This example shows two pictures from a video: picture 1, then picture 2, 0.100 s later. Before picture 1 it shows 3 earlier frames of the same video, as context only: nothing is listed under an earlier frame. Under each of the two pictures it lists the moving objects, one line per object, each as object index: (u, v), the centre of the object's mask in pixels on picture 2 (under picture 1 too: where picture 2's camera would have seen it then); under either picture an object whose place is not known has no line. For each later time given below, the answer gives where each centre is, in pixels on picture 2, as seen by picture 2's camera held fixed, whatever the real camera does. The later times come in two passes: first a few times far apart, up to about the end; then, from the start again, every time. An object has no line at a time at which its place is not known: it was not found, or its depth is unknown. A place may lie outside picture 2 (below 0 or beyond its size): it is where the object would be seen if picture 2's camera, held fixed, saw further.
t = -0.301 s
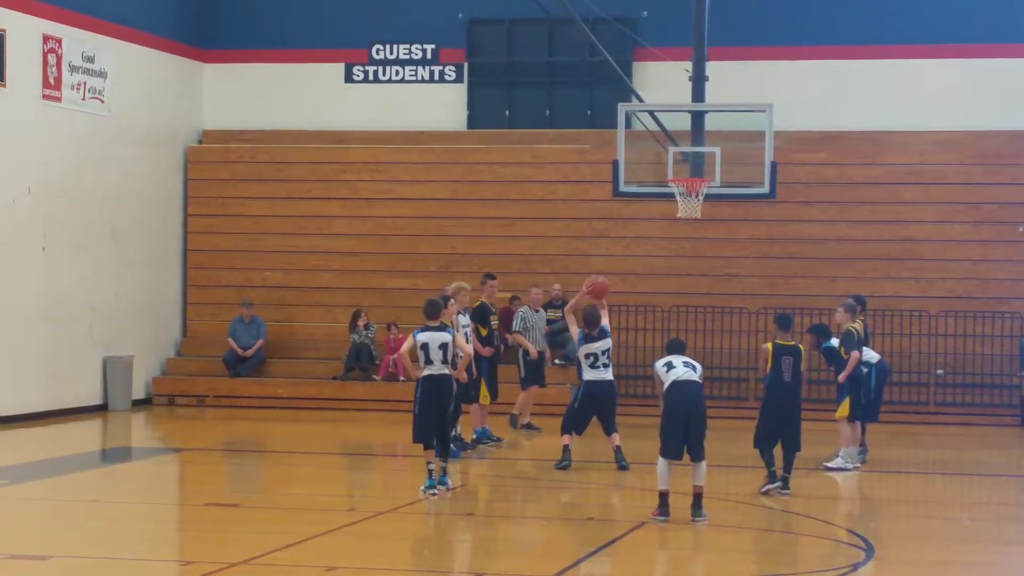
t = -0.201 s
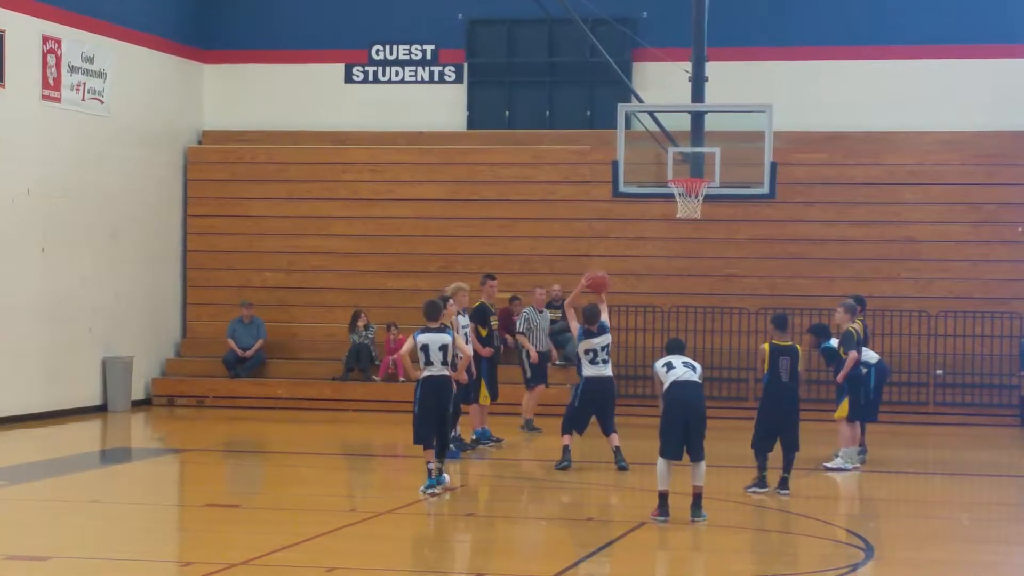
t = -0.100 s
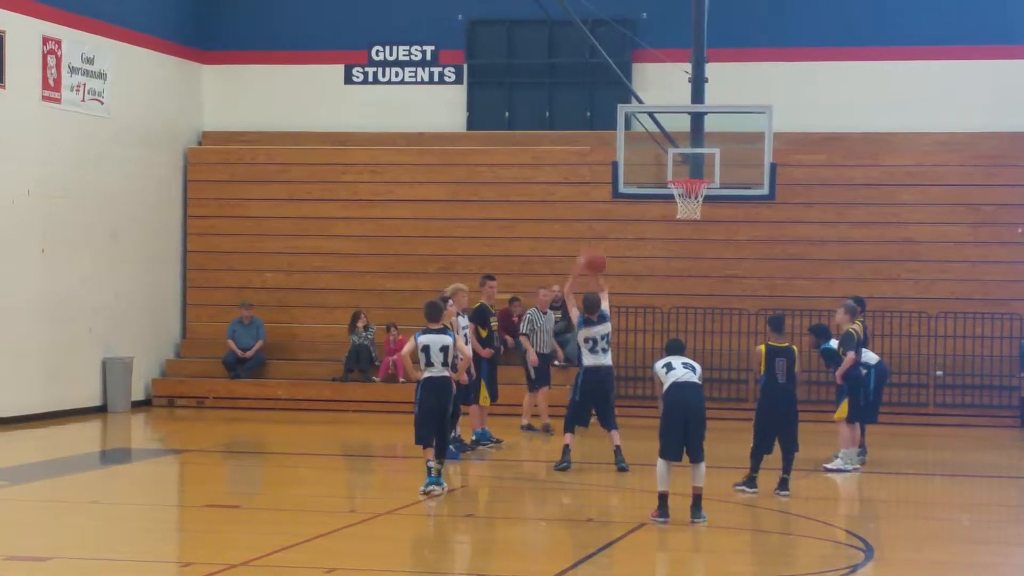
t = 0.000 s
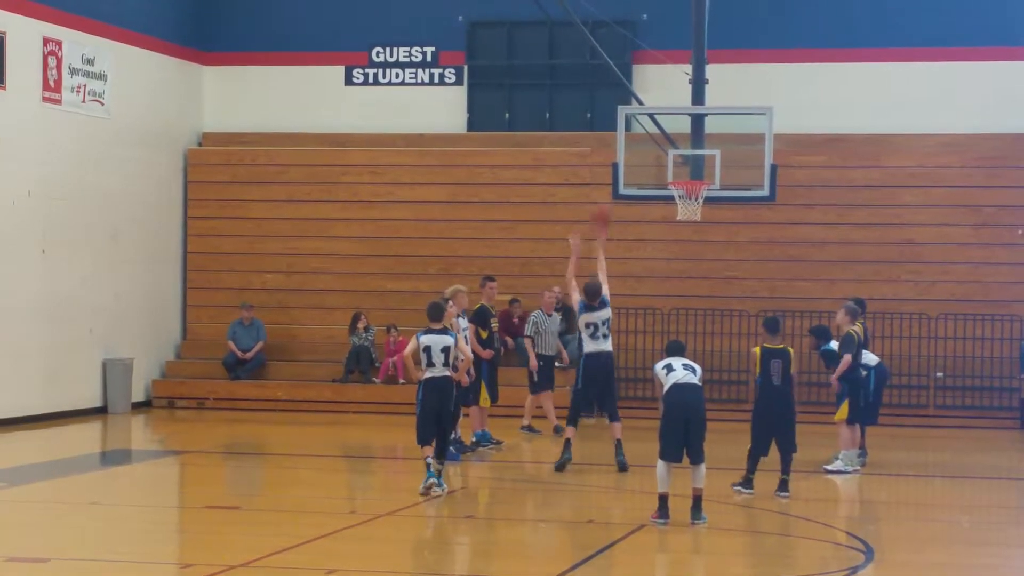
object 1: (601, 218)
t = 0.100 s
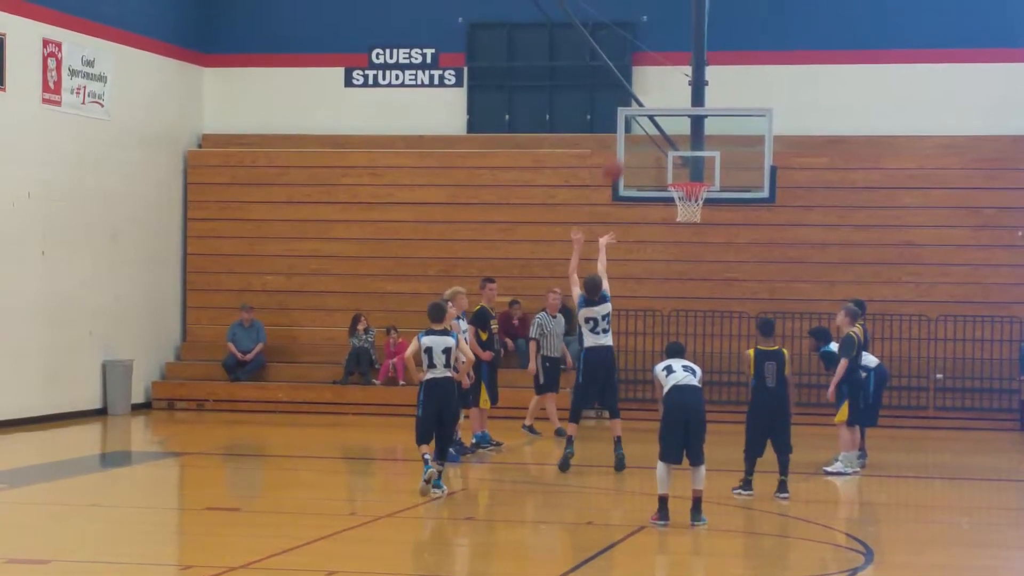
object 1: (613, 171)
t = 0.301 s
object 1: (632, 106)
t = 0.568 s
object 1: (653, 85)
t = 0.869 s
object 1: (674, 134)
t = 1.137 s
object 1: (704, 203)
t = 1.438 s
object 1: (697, 218)
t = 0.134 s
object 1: (616, 158)
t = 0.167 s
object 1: (619, 144)
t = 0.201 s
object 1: (622, 132)
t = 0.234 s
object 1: (625, 124)
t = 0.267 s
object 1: (629, 114)
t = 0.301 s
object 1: (632, 106)
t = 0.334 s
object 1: (634, 101)
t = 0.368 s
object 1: (637, 95)
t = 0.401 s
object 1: (640, 91)
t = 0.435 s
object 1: (642, 88)
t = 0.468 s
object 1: (645, 86)
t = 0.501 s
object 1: (648, 85)
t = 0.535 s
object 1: (650, 84)
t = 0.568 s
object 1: (653, 85)
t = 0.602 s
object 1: (656, 87)
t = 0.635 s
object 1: (658, 89)
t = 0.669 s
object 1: (660, 93)
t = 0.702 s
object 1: (663, 97)
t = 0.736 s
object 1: (665, 102)
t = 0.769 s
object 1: (667, 109)
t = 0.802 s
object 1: (669, 116)
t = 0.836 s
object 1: (672, 125)
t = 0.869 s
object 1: (674, 134)
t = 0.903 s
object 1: (676, 143)
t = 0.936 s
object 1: (678, 155)
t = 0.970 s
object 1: (681, 165)
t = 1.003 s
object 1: (682, 176)
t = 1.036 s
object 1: (689, 193)
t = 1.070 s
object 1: (693, 194)
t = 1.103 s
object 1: (700, 206)
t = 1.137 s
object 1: (704, 203)
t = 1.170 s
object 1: (705, 209)
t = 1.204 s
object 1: (701, 209)
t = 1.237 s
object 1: (703, 208)
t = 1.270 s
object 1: (701, 207)
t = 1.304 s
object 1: (702, 207)
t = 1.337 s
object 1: (701, 208)
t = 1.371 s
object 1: (699, 210)
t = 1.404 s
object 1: (698, 213)
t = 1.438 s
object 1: (697, 218)
